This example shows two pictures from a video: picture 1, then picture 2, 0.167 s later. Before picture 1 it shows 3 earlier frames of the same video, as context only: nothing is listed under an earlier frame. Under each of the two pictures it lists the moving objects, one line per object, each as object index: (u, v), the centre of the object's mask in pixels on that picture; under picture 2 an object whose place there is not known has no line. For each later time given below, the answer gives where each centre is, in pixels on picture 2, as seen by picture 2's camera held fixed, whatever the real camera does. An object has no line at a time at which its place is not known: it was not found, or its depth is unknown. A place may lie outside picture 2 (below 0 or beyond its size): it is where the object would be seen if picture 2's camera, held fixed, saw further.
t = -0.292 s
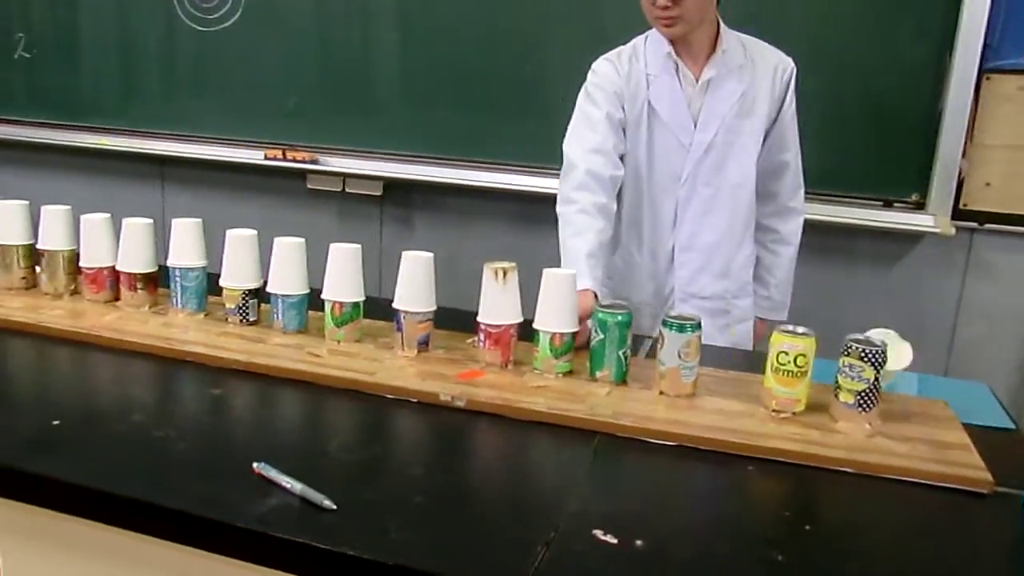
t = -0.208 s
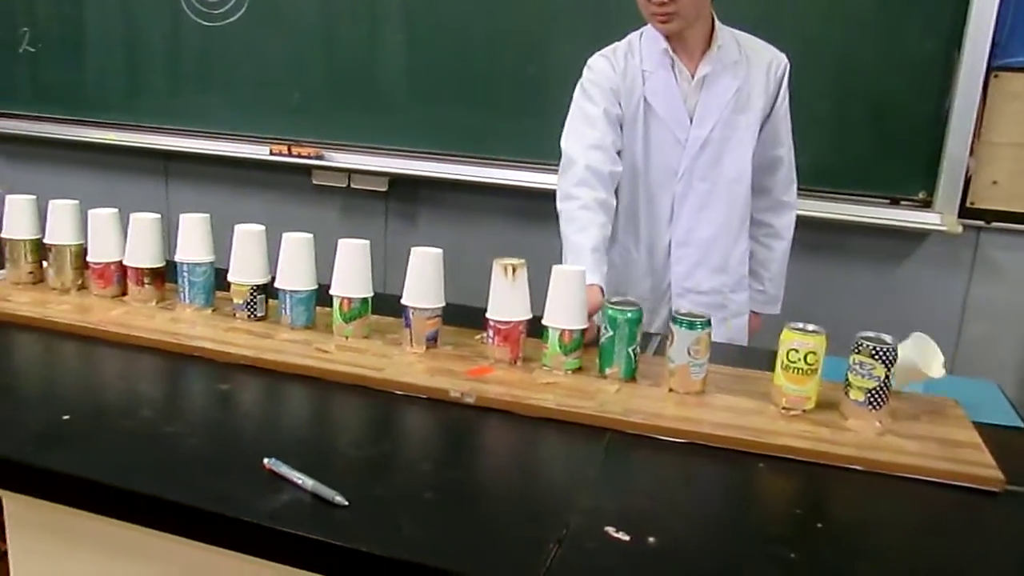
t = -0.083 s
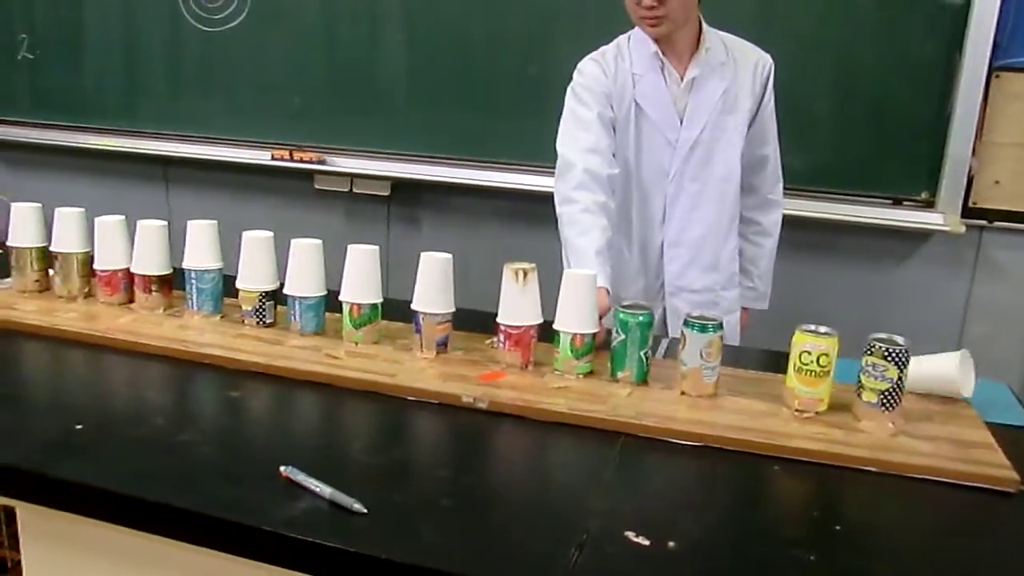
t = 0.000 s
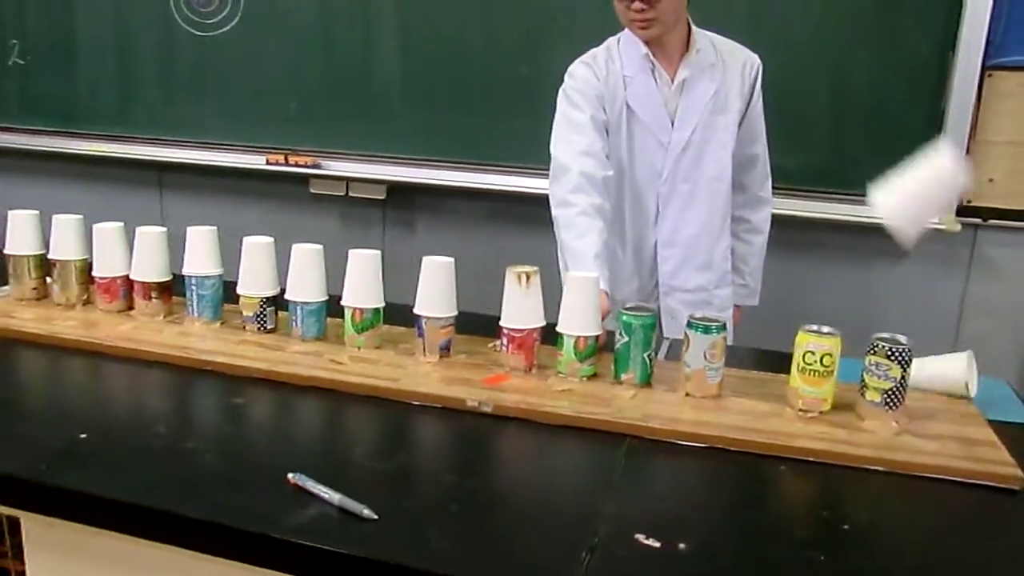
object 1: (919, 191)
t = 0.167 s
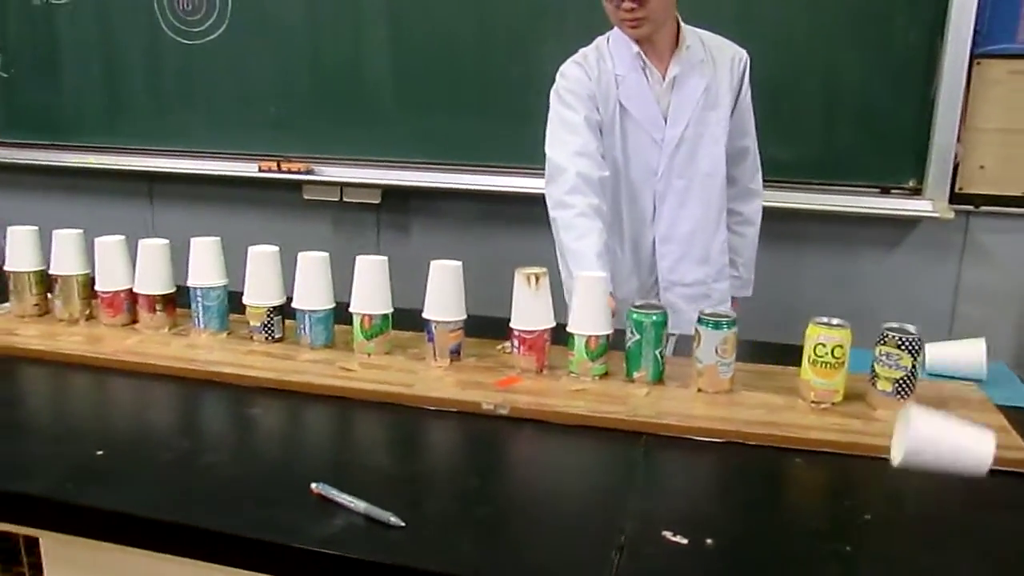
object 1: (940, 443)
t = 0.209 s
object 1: (961, 416)
